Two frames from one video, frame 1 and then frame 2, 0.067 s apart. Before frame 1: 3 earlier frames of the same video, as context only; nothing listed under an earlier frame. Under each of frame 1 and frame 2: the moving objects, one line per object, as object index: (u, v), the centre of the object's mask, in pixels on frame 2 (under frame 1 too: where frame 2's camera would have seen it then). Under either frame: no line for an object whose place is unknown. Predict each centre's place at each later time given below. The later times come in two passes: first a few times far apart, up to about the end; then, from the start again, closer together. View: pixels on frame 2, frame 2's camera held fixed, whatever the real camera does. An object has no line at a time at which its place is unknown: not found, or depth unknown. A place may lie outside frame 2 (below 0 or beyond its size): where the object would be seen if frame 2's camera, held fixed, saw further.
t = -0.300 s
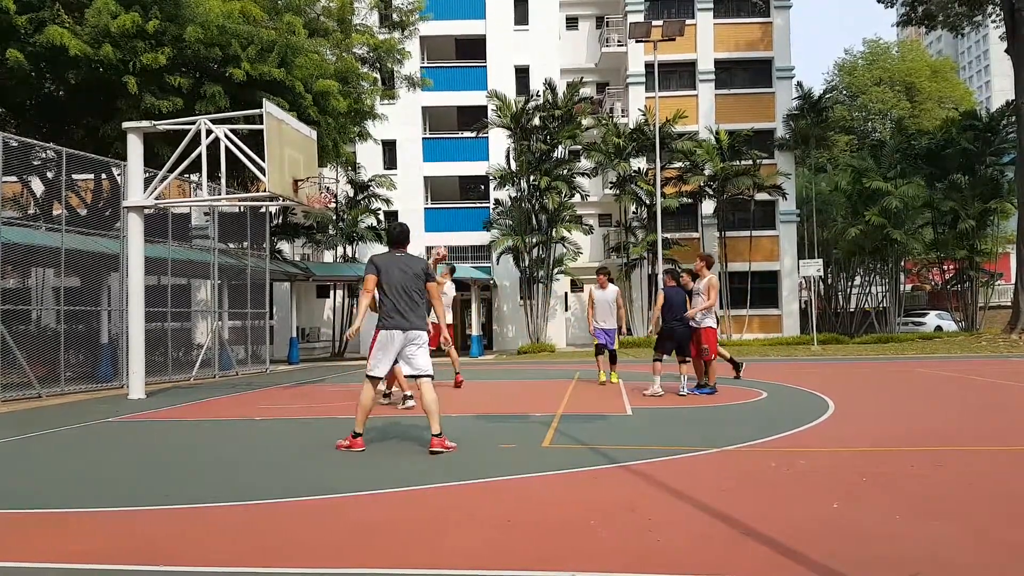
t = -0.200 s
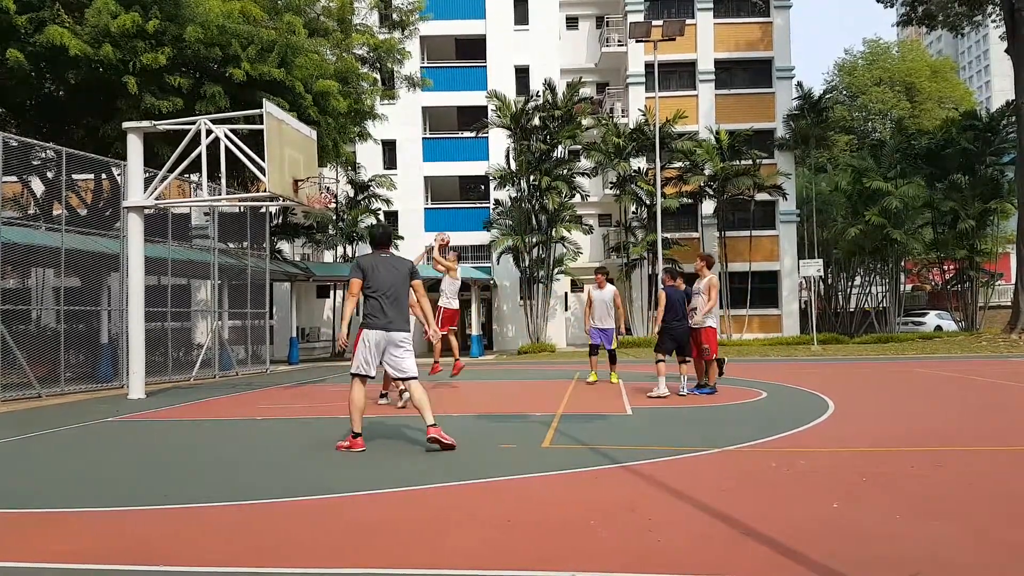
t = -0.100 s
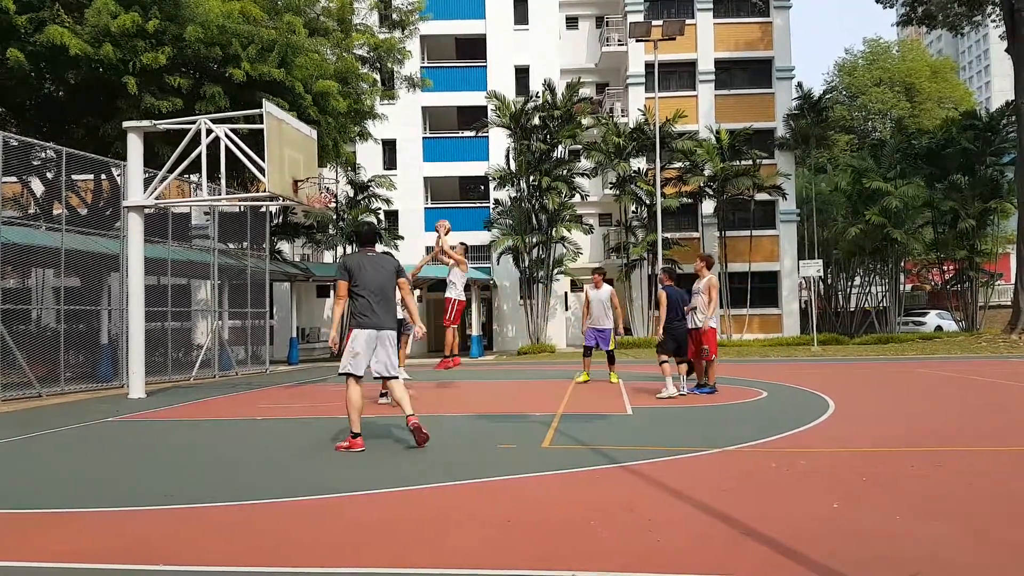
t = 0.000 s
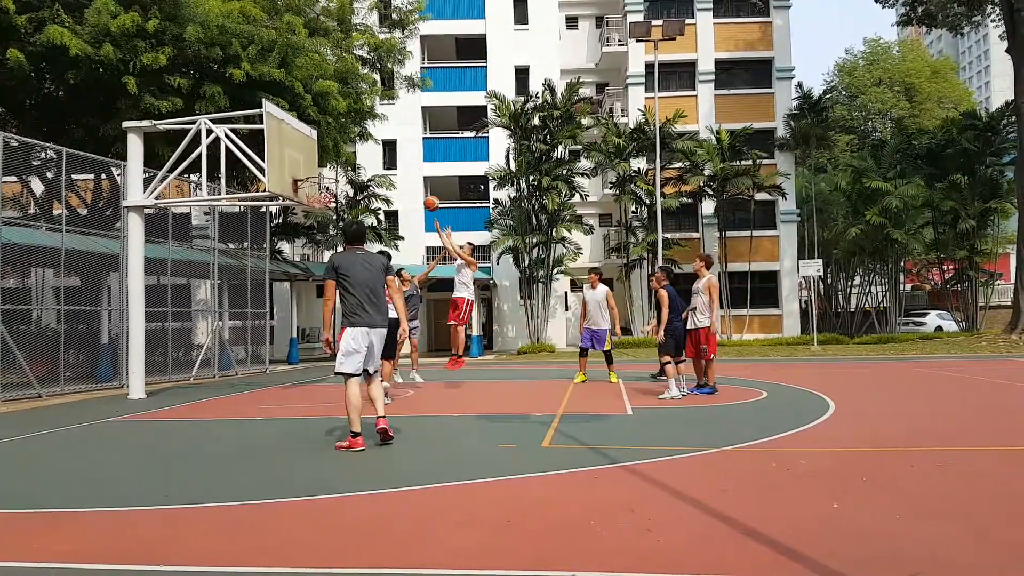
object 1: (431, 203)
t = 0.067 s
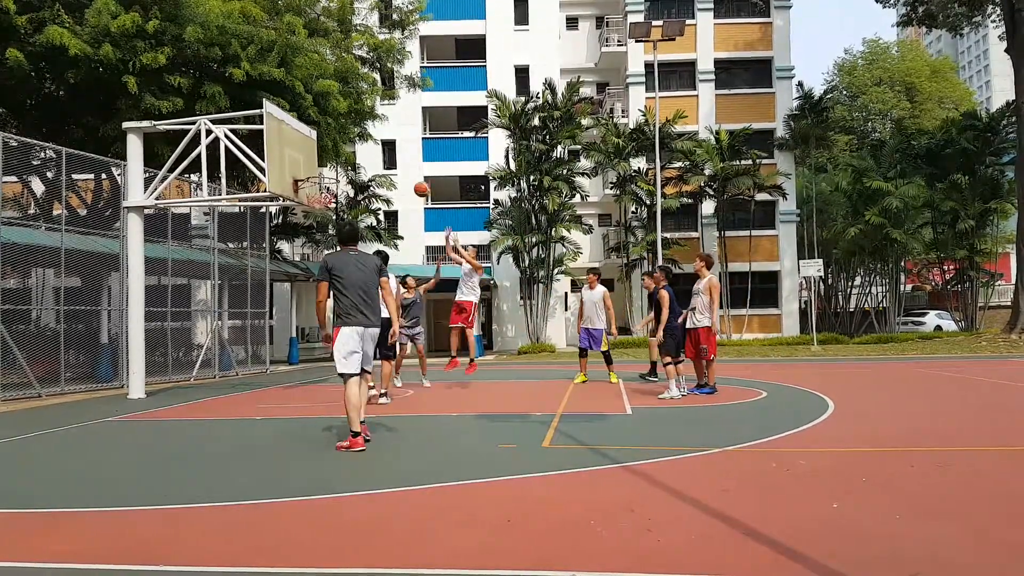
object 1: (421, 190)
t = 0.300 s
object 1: (387, 160)
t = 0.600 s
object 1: (341, 173)
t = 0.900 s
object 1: (324, 164)
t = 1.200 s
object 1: (320, 181)
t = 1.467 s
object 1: (332, 195)
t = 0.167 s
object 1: (406, 172)
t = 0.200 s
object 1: (401, 167)
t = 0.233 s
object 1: (396, 164)
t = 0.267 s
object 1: (391, 161)
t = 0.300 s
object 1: (387, 160)
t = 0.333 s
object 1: (381, 158)
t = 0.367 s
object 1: (376, 157)
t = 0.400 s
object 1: (371, 156)
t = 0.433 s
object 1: (366, 157)
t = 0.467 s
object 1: (361, 159)
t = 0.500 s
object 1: (357, 161)
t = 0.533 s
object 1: (351, 164)
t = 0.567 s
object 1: (346, 167)
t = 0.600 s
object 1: (341, 173)
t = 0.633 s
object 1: (339, 171)
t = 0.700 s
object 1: (336, 165)
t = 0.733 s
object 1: (333, 162)
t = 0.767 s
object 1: (332, 161)
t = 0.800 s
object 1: (330, 161)
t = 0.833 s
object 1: (327, 161)
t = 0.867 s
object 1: (326, 162)
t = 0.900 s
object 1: (324, 164)
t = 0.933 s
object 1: (323, 166)
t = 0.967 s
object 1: (321, 170)
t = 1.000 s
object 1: (320, 172)
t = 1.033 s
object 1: (319, 172)
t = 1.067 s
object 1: (318, 173)
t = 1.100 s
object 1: (318, 174)
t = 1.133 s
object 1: (317, 176)
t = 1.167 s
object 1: (317, 179)
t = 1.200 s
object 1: (320, 181)
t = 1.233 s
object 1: (322, 182)
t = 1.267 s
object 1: (325, 185)
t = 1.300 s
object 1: (327, 189)
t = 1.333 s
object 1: (330, 192)
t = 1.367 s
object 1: (332, 194)
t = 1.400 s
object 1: (332, 194)
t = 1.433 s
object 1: (332, 194)
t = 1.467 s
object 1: (332, 195)
